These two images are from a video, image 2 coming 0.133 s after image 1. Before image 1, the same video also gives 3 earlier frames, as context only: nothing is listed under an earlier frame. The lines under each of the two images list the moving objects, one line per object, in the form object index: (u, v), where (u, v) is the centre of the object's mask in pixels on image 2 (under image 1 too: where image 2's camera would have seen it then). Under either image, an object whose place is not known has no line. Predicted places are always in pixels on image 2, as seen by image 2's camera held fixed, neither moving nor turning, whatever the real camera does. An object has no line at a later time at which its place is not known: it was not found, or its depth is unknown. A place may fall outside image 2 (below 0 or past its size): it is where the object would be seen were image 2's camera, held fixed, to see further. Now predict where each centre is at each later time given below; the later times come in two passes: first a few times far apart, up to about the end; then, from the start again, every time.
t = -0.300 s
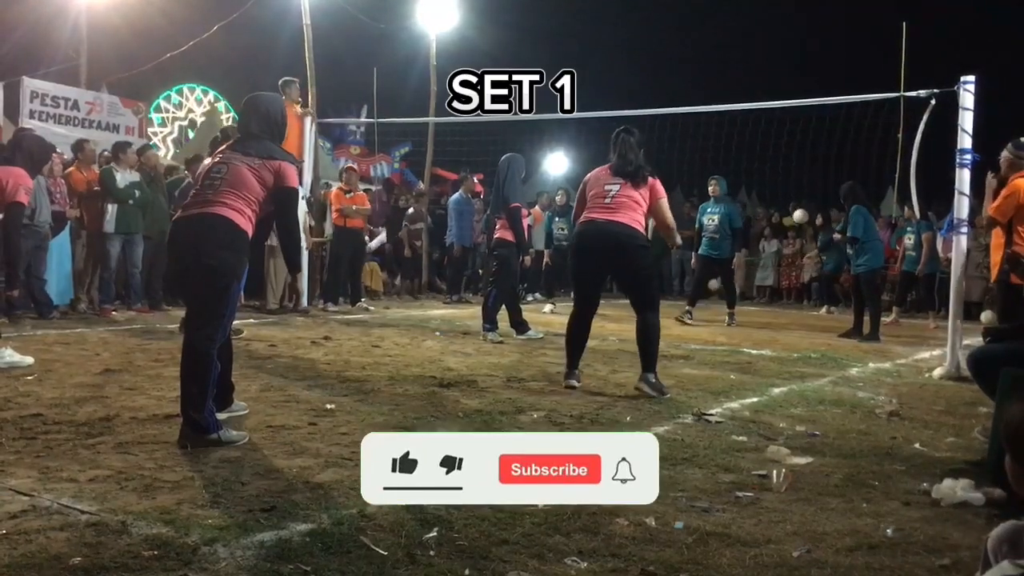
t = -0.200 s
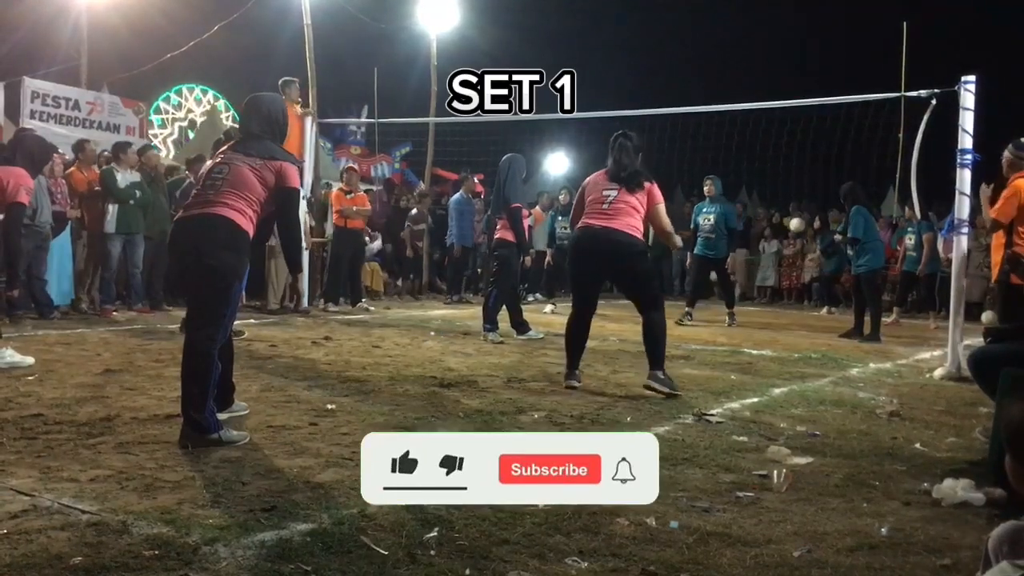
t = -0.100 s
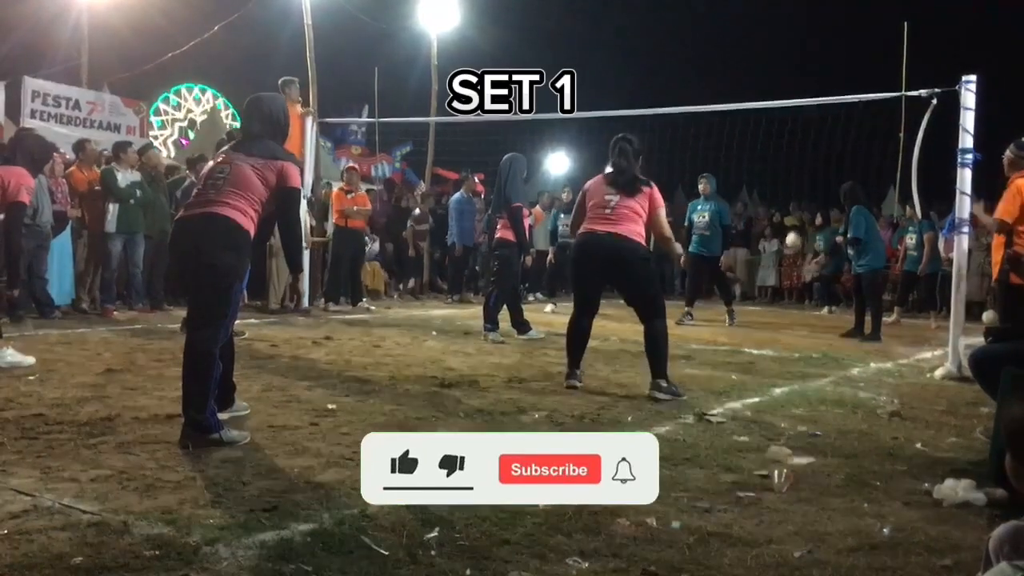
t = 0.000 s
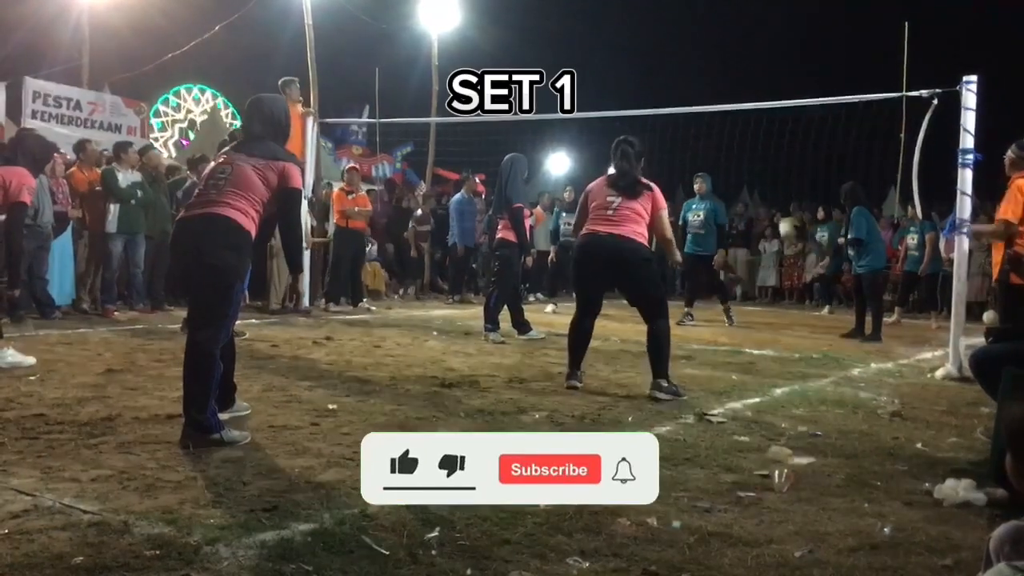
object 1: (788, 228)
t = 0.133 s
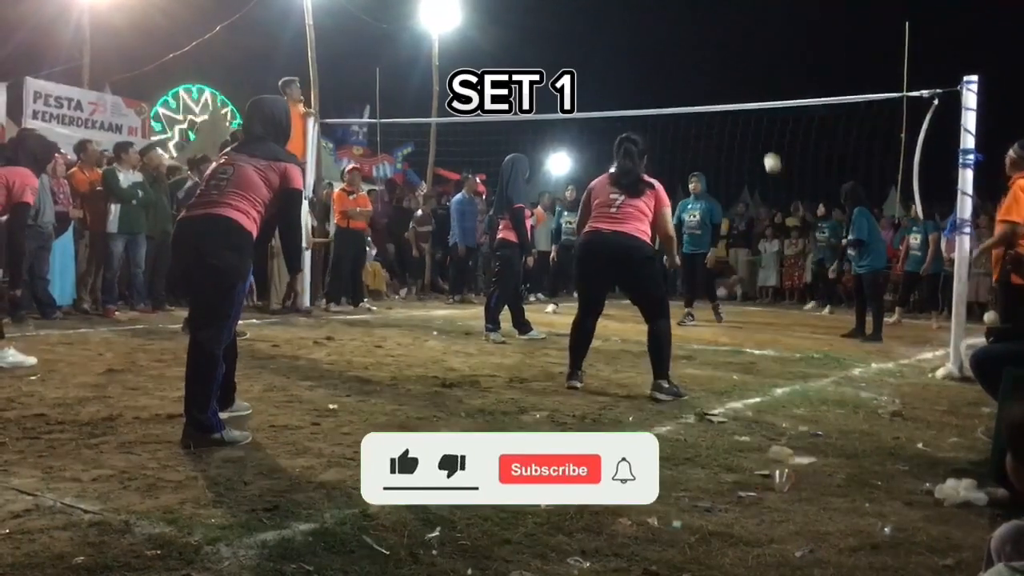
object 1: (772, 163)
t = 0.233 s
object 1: (761, 120)
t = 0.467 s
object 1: (728, 41)
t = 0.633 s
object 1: (700, 8)
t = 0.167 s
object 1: (769, 148)
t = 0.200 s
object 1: (764, 134)
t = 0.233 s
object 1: (761, 120)
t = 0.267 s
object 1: (756, 106)
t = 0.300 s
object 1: (753, 93)
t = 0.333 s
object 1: (748, 81)
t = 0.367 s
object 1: (744, 70)
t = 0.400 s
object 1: (739, 60)
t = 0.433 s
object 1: (733, 50)
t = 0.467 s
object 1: (728, 41)
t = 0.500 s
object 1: (723, 32)
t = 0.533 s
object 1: (717, 24)
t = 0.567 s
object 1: (711, 17)
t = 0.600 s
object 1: (706, 12)
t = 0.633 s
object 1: (700, 8)
